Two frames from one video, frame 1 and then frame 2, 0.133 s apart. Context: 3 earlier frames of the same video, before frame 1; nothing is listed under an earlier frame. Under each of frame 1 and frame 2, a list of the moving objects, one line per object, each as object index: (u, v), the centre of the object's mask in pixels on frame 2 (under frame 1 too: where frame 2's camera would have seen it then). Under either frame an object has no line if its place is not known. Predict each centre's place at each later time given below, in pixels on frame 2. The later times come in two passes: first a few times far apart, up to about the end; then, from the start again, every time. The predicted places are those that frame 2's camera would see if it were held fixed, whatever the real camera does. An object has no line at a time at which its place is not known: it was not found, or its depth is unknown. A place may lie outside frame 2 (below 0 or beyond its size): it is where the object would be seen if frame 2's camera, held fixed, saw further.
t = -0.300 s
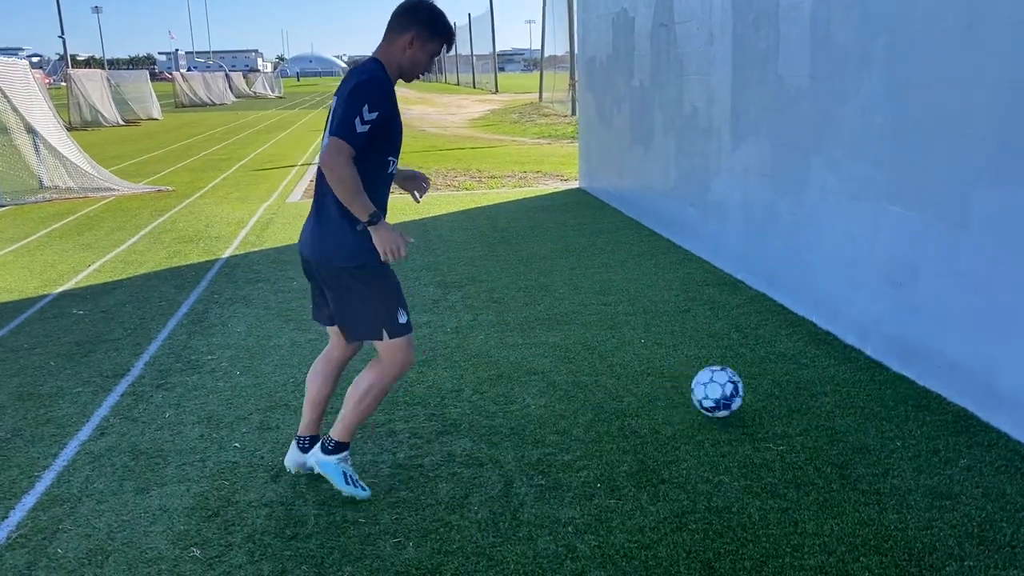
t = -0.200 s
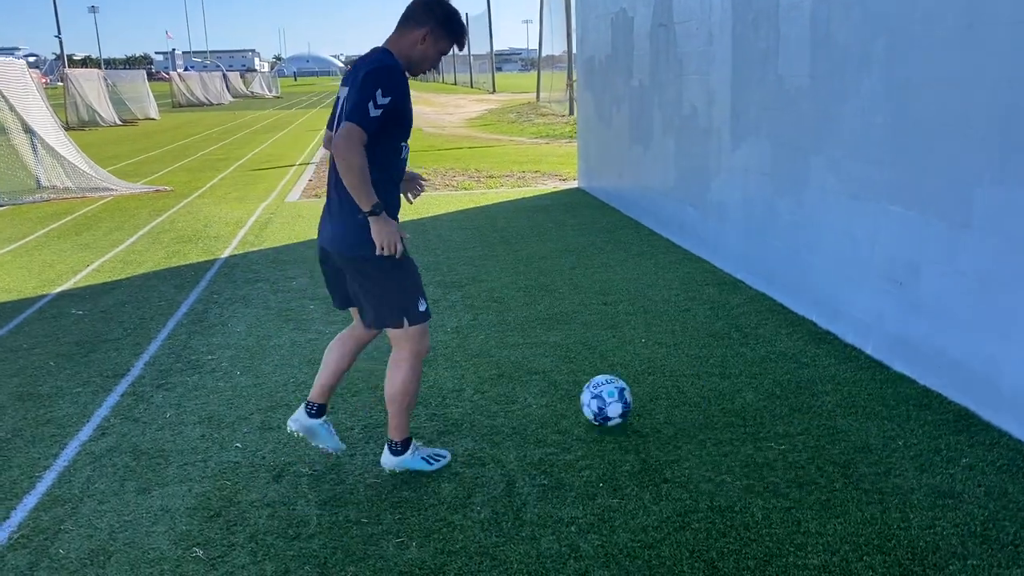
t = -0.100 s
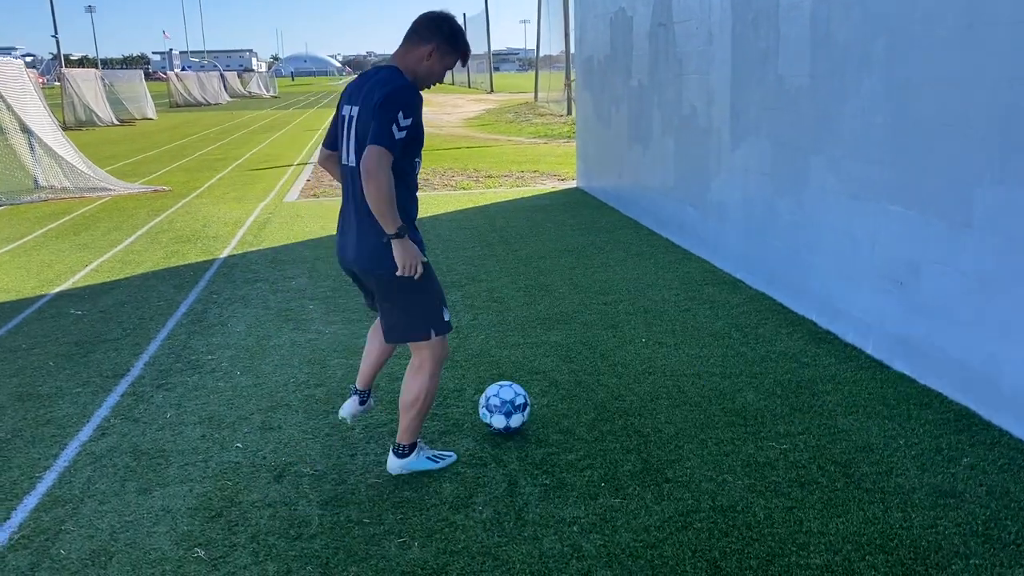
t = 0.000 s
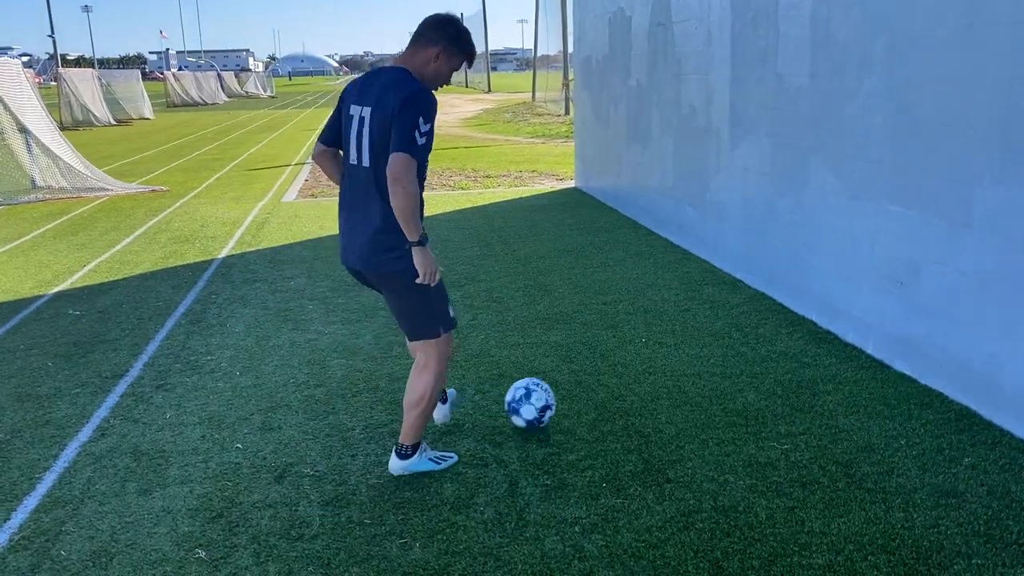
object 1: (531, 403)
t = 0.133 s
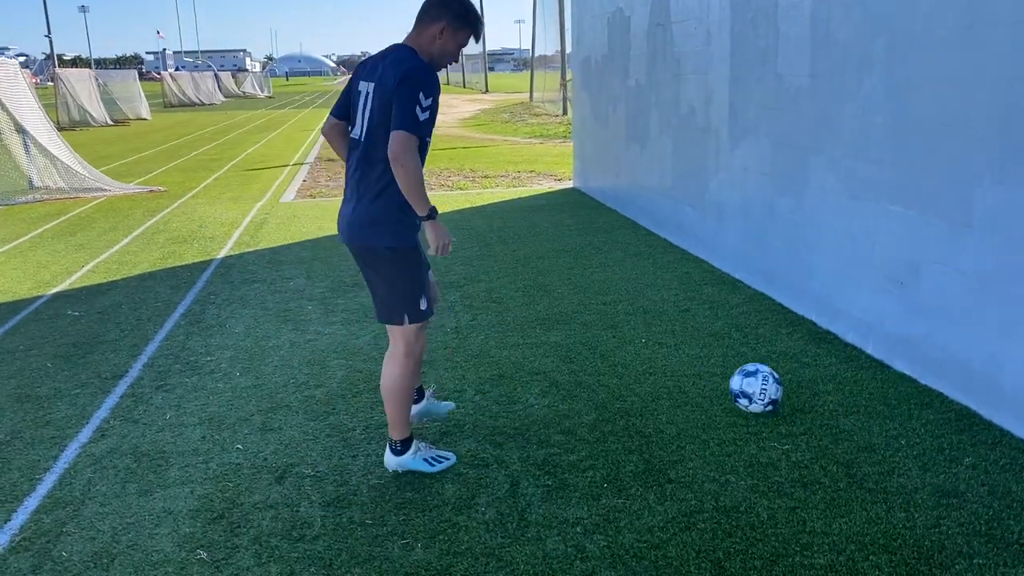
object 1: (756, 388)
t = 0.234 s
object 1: (906, 374)
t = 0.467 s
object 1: (682, 398)
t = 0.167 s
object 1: (808, 383)
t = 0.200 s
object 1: (858, 377)
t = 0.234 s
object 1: (906, 374)
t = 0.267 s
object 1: (912, 374)
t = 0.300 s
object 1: (873, 379)
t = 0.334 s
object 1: (833, 383)
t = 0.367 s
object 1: (794, 388)
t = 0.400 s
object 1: (757, 390)
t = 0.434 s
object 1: (719, 393)
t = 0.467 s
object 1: (682, 398)
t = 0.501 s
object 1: (646, 401)
